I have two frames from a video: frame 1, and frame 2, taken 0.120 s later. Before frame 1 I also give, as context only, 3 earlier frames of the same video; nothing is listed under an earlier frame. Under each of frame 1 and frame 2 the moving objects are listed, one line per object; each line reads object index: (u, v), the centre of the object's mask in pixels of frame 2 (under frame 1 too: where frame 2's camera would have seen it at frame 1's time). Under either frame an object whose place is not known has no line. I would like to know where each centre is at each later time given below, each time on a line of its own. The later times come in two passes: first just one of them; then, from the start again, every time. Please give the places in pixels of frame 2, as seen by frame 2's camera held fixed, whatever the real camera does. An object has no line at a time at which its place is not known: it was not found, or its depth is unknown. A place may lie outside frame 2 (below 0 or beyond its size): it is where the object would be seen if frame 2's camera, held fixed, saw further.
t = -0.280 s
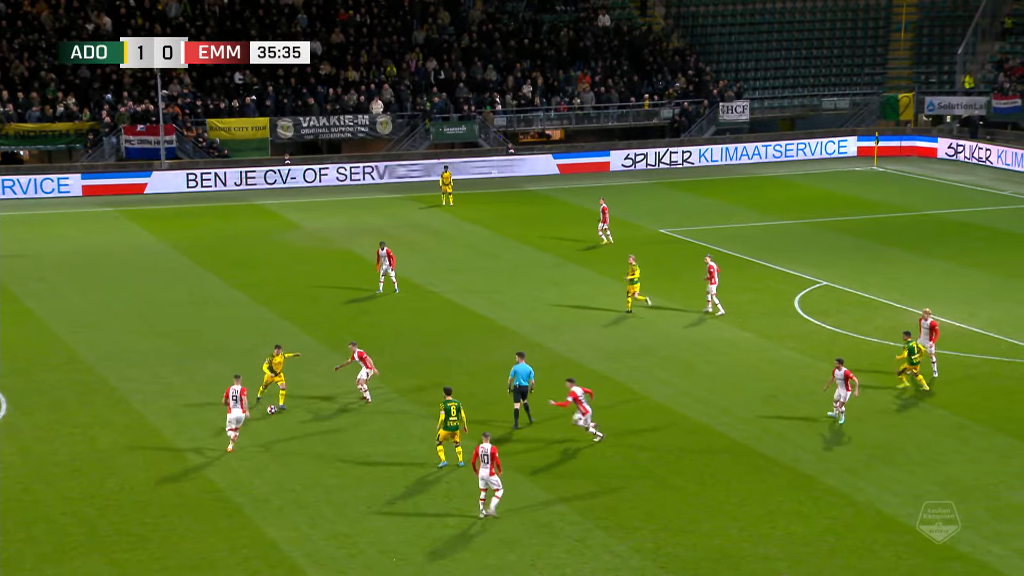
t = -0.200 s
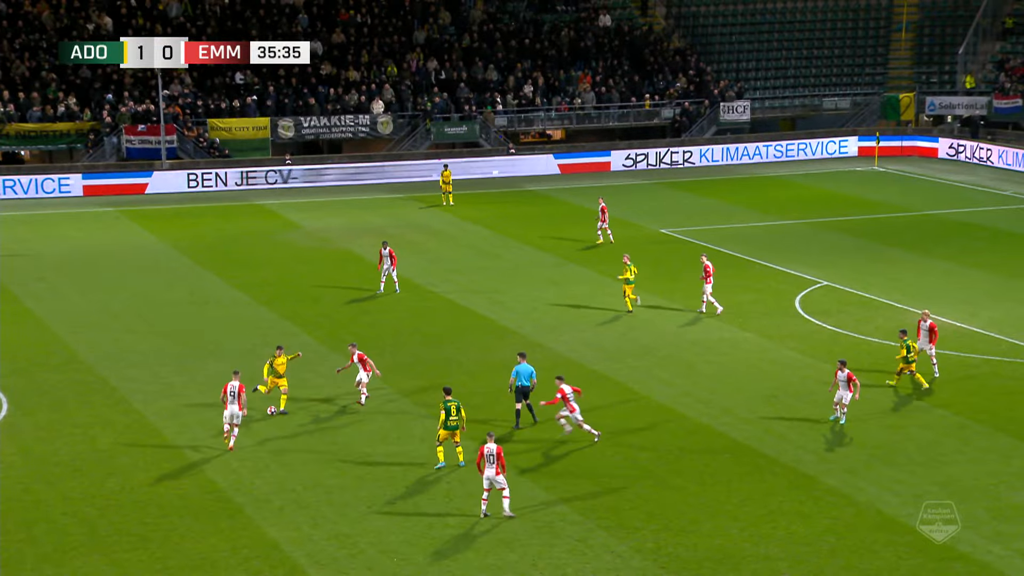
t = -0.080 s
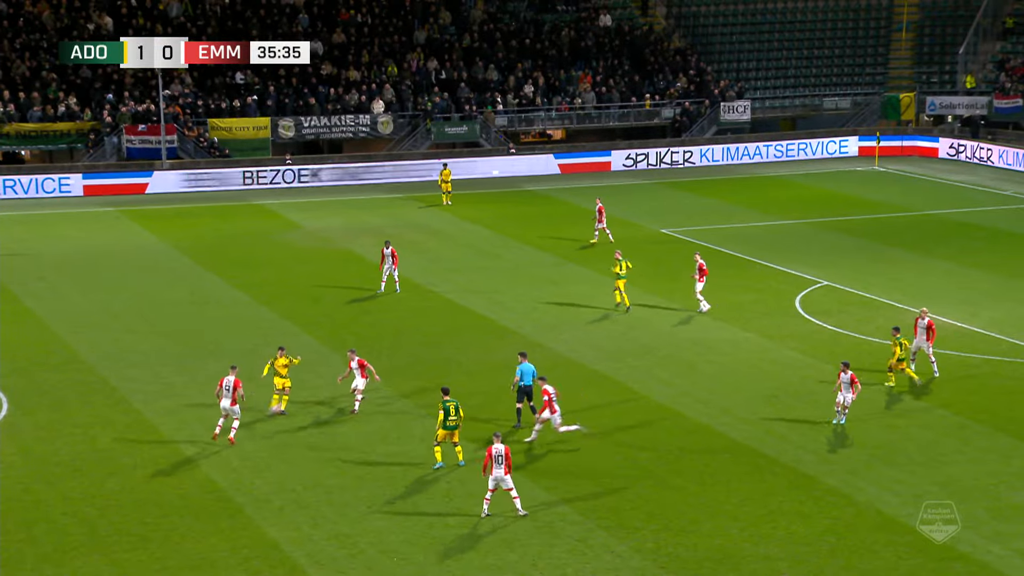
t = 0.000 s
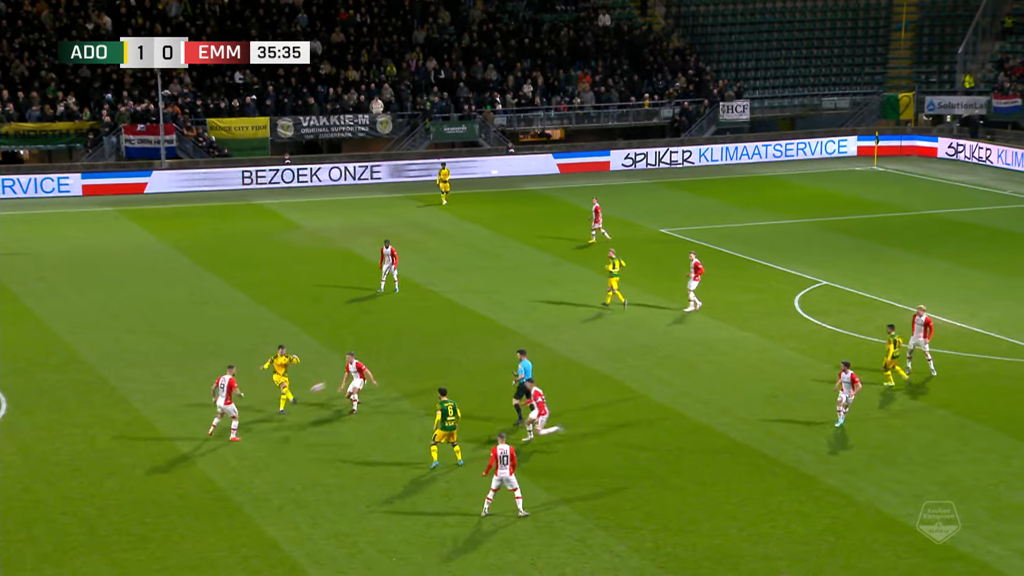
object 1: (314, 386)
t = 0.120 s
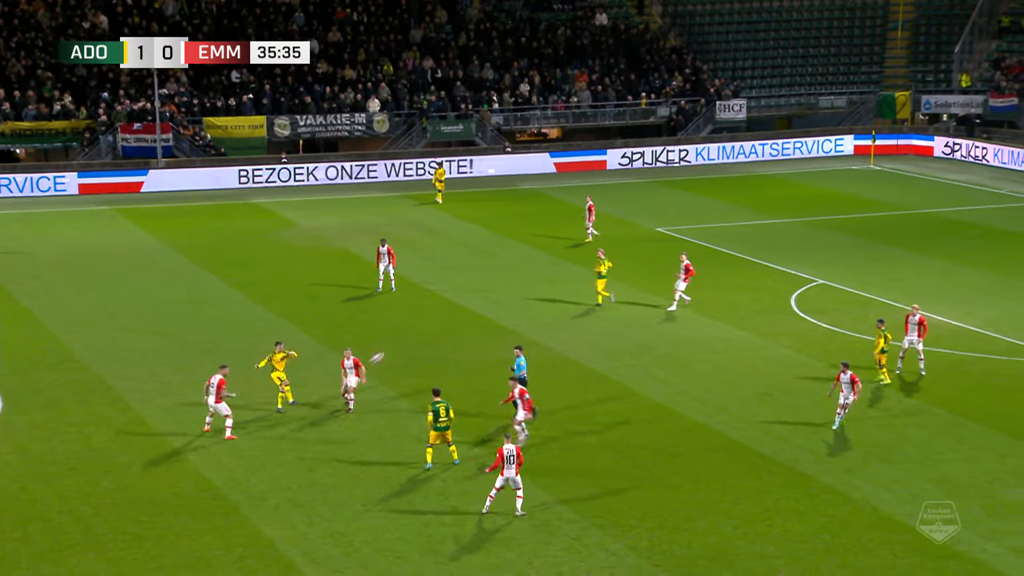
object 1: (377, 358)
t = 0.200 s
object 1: (419, 340)
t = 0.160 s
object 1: (398, 349)
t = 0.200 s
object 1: (419, 340)
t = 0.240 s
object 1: (440, 332)
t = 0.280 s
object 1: (462, 324)
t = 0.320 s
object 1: (482, 316)
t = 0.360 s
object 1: (503, 309)
